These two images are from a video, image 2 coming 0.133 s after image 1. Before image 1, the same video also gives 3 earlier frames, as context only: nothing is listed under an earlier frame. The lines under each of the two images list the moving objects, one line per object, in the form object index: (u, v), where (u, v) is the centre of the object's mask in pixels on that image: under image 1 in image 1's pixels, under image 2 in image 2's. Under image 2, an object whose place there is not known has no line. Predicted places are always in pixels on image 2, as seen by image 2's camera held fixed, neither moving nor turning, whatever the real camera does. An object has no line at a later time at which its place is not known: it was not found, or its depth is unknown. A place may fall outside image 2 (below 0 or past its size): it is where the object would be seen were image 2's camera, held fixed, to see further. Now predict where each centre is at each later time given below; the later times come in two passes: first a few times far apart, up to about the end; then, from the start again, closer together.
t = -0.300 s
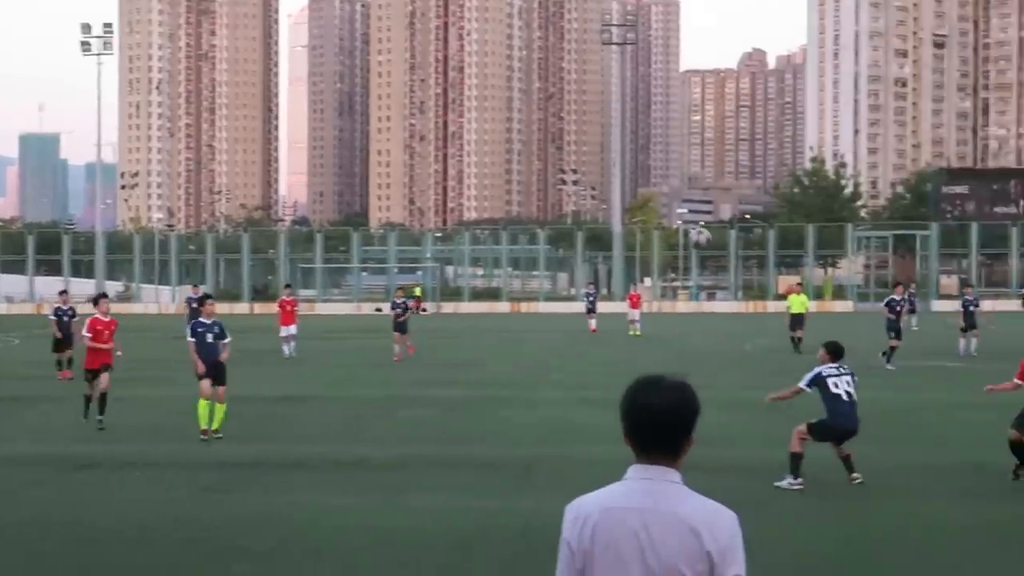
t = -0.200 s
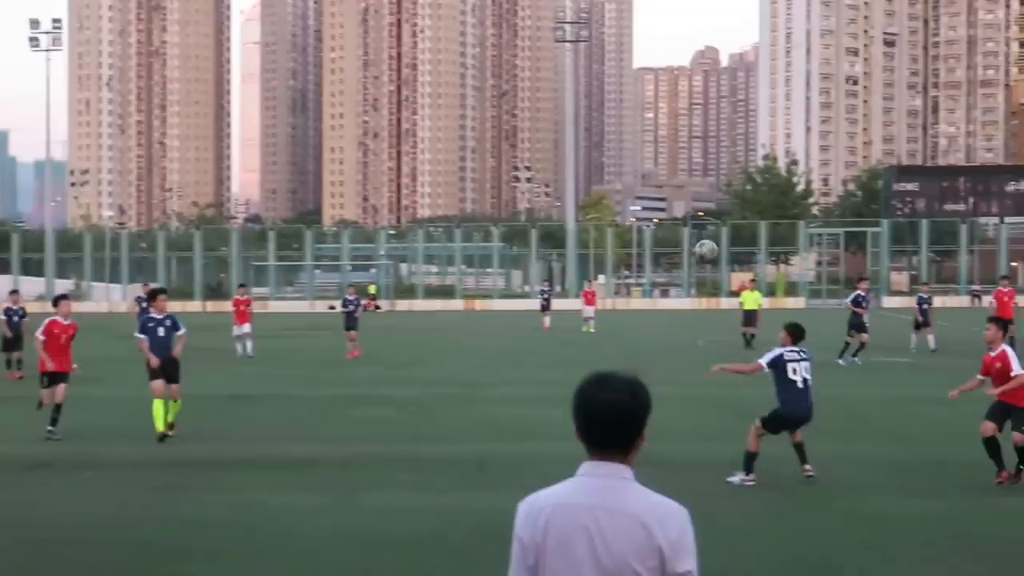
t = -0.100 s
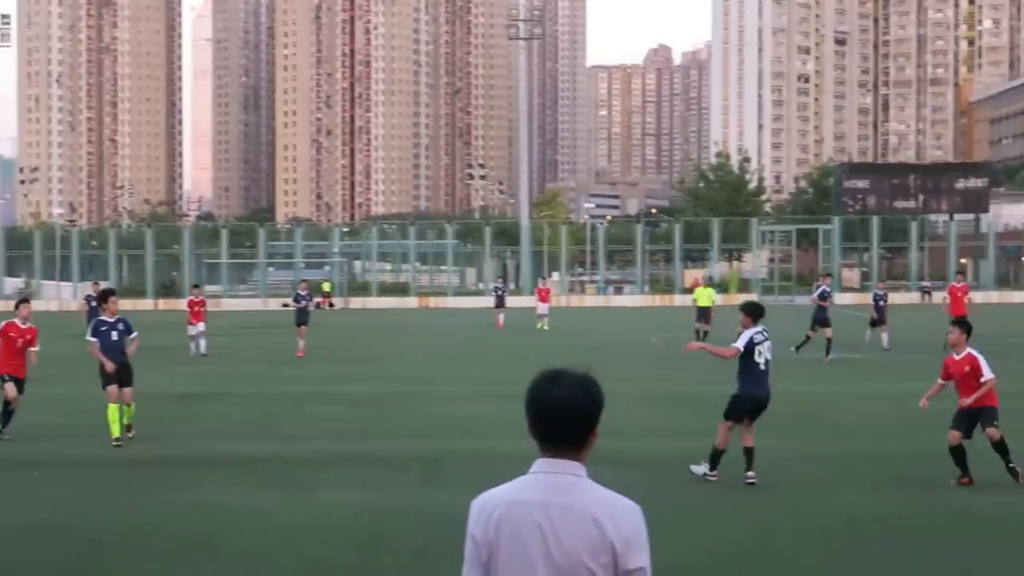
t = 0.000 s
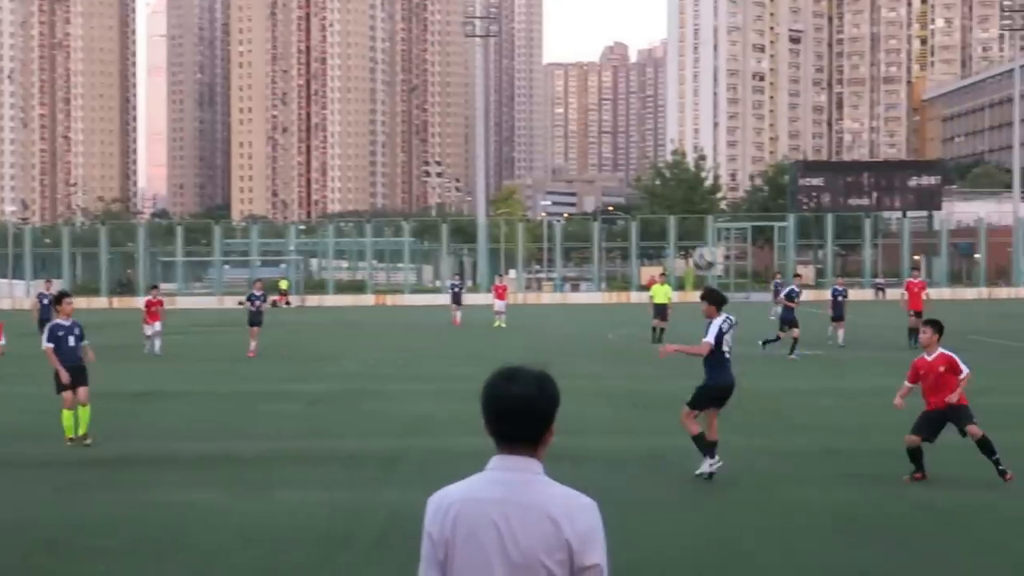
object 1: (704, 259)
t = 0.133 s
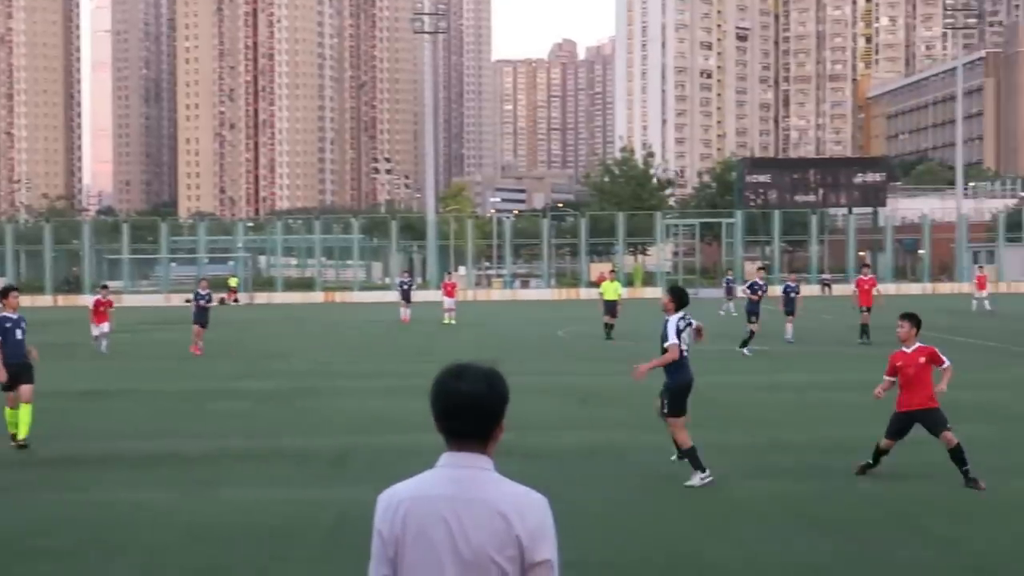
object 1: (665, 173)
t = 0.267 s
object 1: (683, 117)
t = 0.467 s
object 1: (707, 60)
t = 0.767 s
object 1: (742, 58)
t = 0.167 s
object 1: (673, 161)
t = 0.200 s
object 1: (674, 145)
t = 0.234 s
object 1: (679, 130)
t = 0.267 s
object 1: (683, 117)
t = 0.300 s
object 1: (685, 104)
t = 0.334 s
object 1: (690, 93)
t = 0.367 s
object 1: (695, 81)
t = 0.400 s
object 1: (699, 75)
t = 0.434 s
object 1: (703, 67)
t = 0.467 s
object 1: (707, 60)
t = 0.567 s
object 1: (718, 47)
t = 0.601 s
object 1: (722, 47)
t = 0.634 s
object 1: (727, 45)
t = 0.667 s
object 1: (731, 46)
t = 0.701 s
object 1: (734, 47)
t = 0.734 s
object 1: (739, 53)
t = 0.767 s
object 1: (742, 58)
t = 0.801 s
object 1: (745, 65)
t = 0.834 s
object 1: (751, 73)
